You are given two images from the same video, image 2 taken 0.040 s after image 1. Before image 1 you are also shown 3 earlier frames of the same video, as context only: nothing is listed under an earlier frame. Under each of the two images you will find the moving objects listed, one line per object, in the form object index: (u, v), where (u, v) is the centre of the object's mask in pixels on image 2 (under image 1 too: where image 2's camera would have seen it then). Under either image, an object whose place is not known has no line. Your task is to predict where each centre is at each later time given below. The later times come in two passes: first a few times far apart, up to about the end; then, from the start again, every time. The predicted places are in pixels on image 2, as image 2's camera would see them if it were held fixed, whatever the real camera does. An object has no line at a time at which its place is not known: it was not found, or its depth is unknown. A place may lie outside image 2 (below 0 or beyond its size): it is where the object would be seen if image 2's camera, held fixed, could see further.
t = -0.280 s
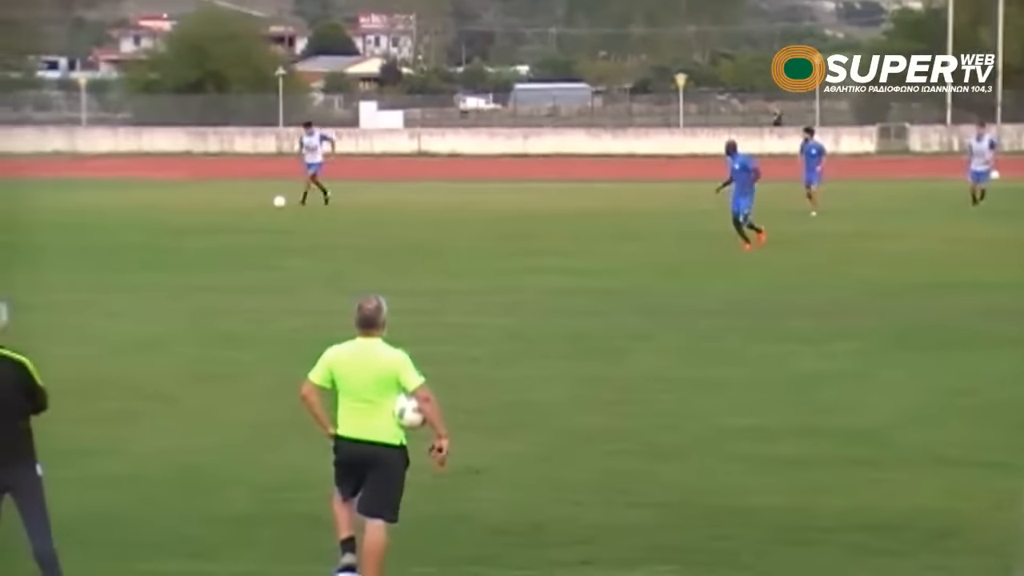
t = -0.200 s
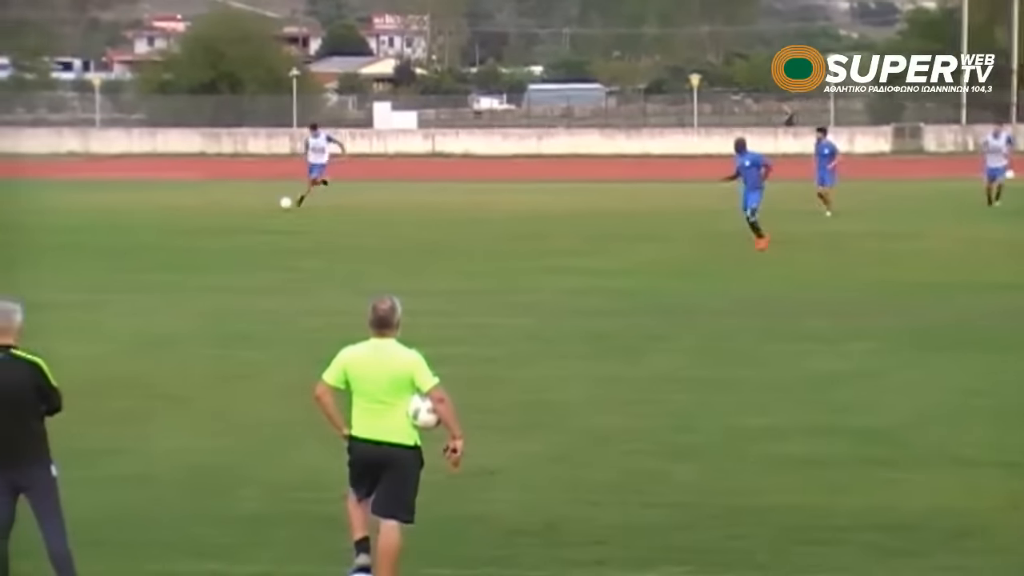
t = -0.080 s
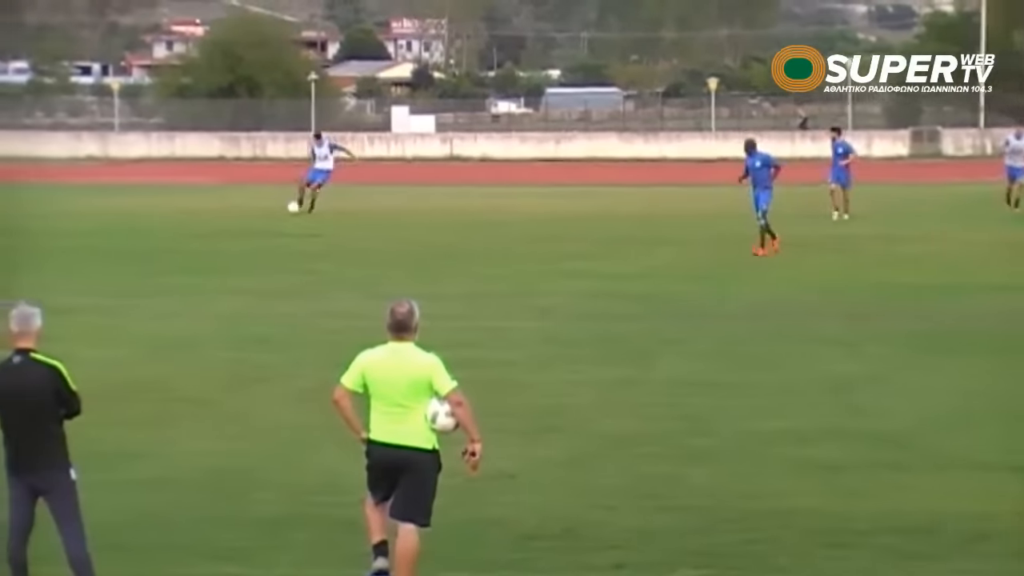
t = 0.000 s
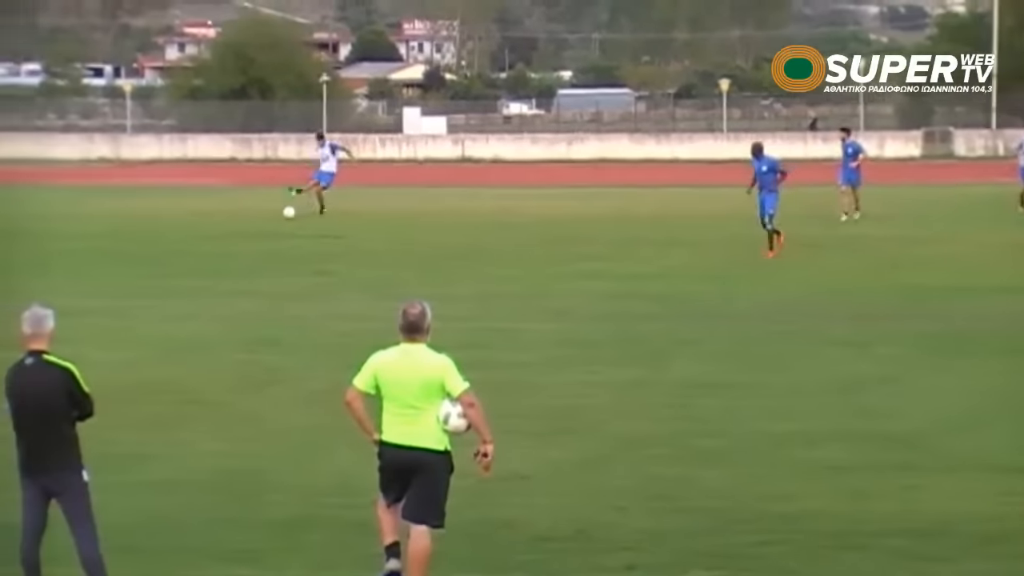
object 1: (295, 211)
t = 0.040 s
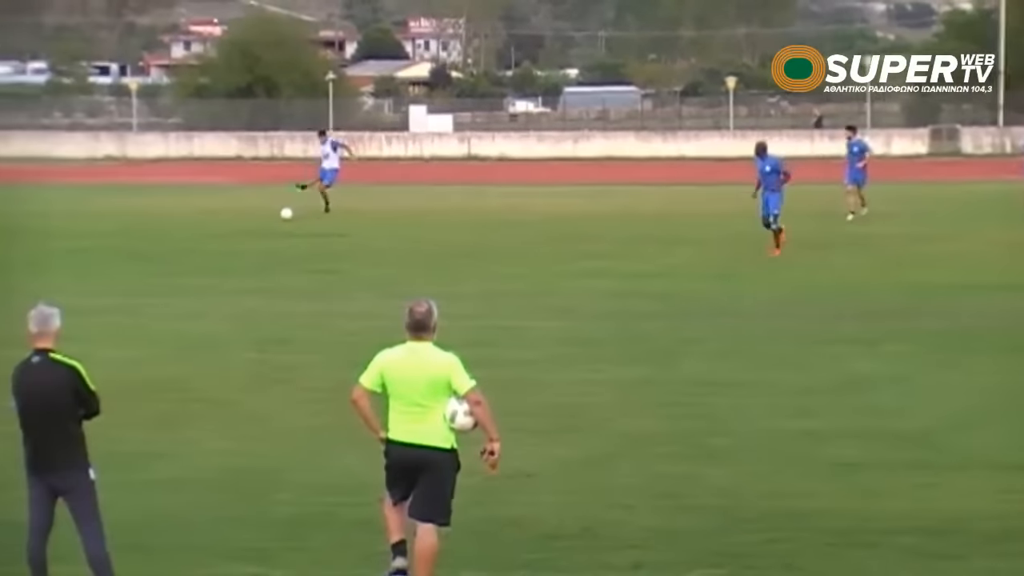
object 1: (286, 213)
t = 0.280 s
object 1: (242, 224)
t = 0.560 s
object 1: (203, 240)
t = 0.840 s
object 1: (174, 251)
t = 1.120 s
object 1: (151, 268)
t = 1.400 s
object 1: (129, 279)
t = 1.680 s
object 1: (107, 294)
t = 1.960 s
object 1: (84, 306)
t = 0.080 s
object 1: (278, 215)
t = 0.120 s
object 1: (270, 217)
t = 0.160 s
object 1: (263, 219)
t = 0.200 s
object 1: (256, 221)
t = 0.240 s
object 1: (249, 223)
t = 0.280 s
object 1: (242, 224)
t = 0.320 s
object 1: (236, 226)
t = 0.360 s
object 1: (230, 229)
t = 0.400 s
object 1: (224, 231)
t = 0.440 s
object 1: (219, 232)
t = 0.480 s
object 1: (214, 235)
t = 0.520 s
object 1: (208, 237)
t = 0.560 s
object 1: (203, 240)
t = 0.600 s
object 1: (198, 241)
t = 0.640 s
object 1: (194, 241)
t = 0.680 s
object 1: (190, 244)
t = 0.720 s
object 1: (185, 246)
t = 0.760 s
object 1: (181, 249)
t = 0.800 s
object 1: (178, 249)
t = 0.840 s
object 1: (174, 251)
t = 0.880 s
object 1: (171, 253)
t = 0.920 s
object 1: (167, 256)
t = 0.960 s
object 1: (164, 258)
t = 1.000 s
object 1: (161, 260)
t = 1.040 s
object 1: (158, 262)
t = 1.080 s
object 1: (154, 265)
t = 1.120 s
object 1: (151, 268)
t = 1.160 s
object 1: (148, 268)
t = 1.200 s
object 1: (145, 269)
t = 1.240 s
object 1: (142, 272)
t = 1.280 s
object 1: (139, 275)
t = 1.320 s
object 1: (136, 277)
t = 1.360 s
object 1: (133, 277)
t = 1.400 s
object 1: (129, 279)
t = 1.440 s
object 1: (126, 281)
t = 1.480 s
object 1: (123, 285)
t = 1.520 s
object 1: (120, 287)
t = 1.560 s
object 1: (116, 287)
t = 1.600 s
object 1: (113, 288)
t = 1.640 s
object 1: (110, 291)
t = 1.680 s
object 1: (107, 294)
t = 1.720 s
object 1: (103, 295)
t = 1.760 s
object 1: (100, 296)
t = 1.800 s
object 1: (96, 299)
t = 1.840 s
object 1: (93, 303)
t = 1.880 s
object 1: (90, 305)
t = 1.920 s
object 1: (87, 305)
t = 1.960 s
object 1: (84, 306)
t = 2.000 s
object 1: (81, 309)
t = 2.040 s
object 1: (78, 313)
